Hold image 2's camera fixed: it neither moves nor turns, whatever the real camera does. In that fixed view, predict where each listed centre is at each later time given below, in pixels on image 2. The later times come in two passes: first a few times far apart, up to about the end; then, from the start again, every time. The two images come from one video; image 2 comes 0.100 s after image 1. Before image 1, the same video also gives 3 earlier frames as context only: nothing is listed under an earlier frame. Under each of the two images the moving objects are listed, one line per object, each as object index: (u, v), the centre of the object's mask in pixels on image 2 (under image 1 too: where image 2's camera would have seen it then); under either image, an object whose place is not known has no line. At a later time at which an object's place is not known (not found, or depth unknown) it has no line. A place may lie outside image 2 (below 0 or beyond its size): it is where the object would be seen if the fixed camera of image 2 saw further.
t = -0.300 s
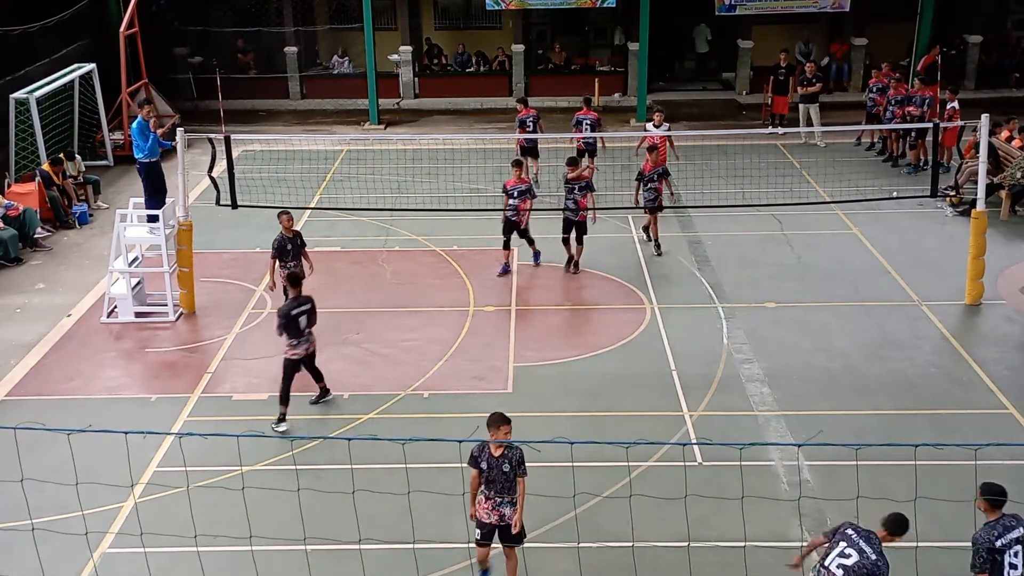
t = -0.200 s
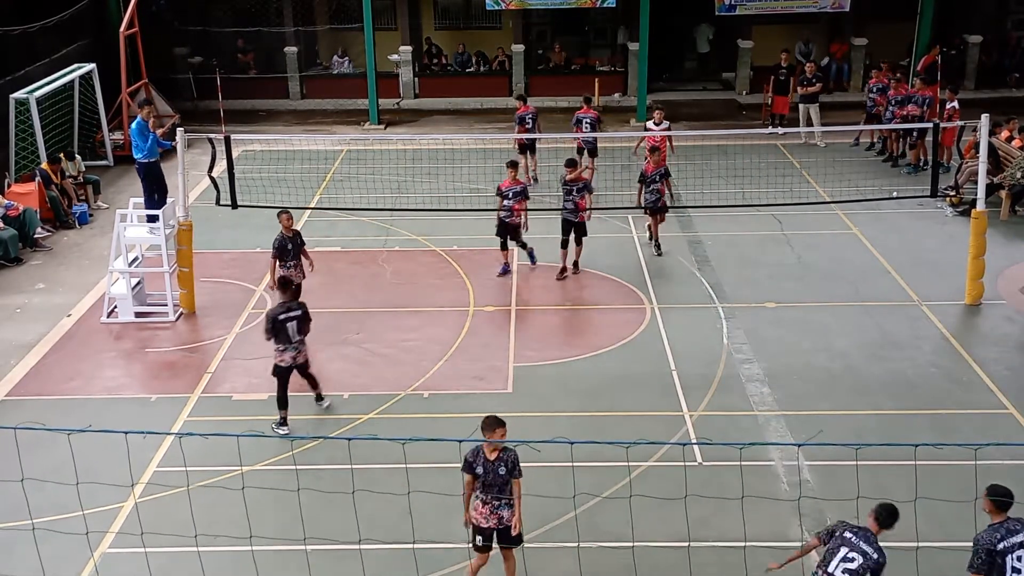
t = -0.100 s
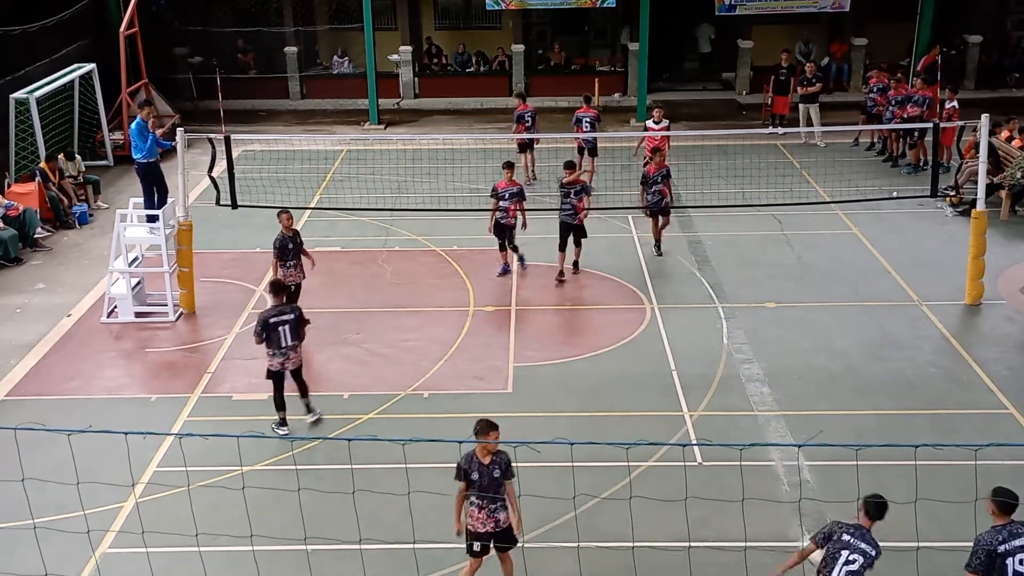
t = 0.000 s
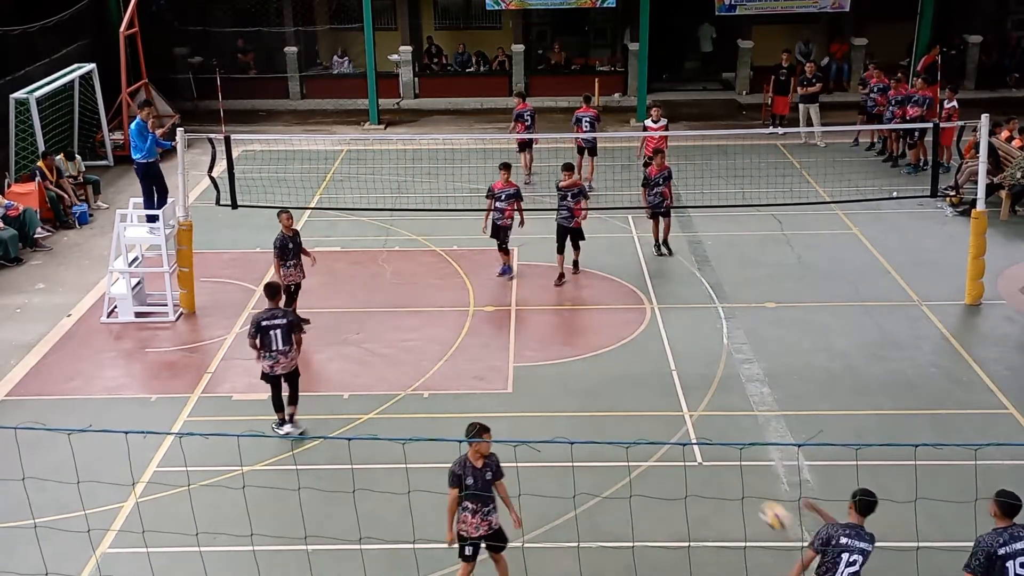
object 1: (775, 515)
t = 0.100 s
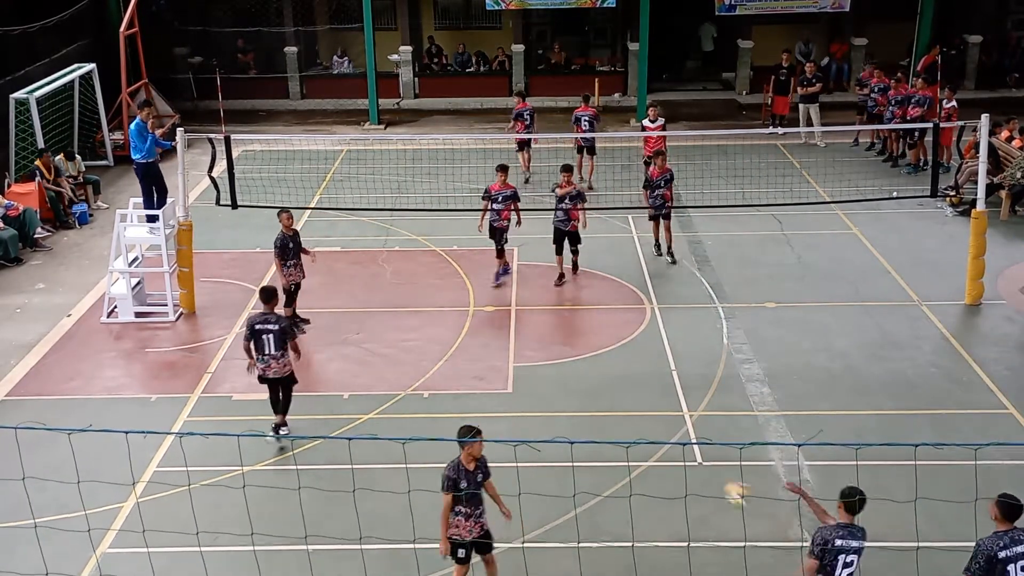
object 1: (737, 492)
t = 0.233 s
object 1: (696, 481)
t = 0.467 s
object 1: (649, 406)
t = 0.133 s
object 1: (727, 489)
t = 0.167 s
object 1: (715, 485)
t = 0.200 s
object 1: (705, 482)
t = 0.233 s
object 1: (696, 481)
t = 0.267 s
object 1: (687, 475)
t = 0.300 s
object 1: (680, 458)
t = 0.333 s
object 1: (673, 449)
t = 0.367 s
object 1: (667, 432)
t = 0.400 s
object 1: (660, 423)
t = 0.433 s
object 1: (656, 415)
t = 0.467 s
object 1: (649, 406)
